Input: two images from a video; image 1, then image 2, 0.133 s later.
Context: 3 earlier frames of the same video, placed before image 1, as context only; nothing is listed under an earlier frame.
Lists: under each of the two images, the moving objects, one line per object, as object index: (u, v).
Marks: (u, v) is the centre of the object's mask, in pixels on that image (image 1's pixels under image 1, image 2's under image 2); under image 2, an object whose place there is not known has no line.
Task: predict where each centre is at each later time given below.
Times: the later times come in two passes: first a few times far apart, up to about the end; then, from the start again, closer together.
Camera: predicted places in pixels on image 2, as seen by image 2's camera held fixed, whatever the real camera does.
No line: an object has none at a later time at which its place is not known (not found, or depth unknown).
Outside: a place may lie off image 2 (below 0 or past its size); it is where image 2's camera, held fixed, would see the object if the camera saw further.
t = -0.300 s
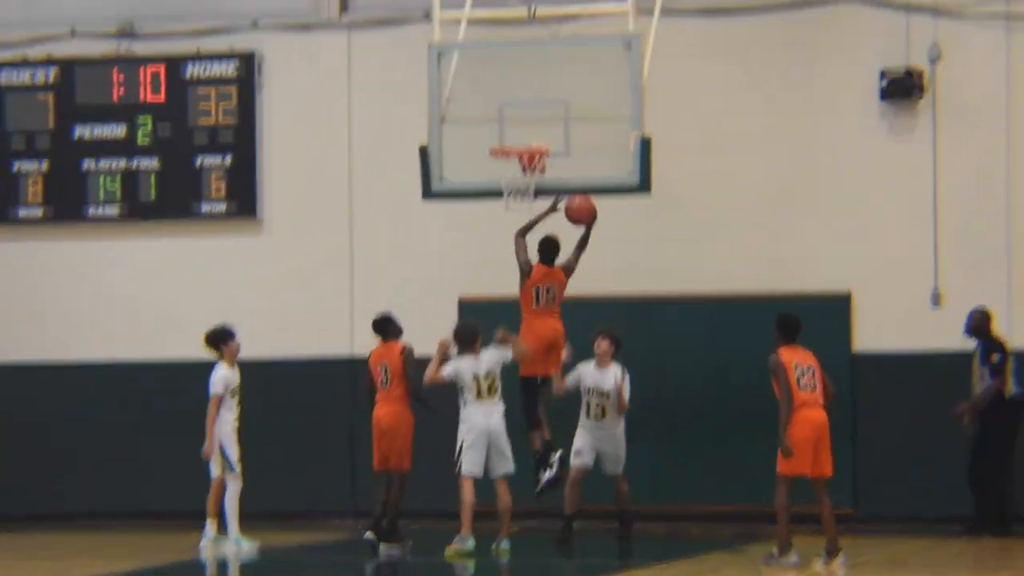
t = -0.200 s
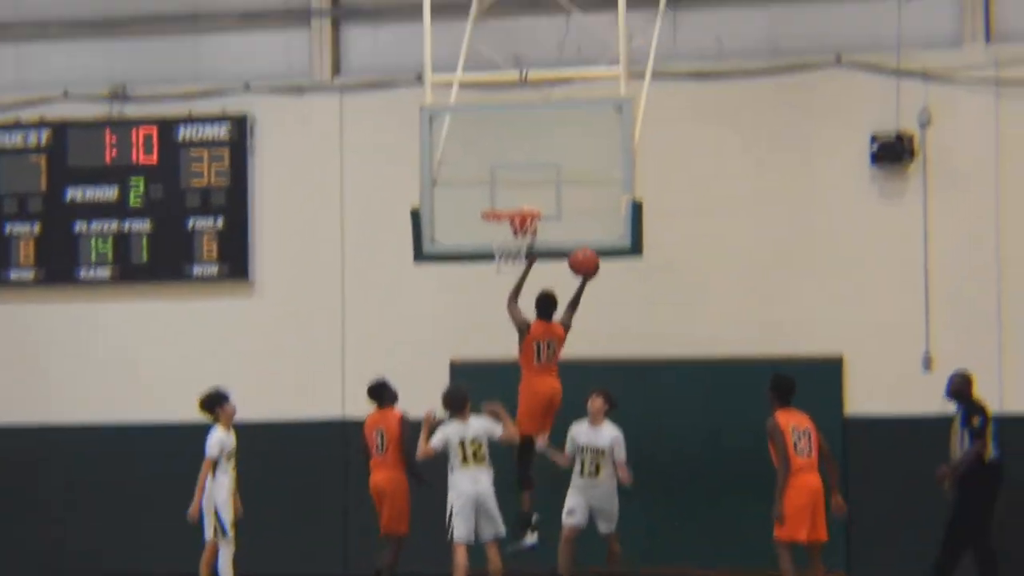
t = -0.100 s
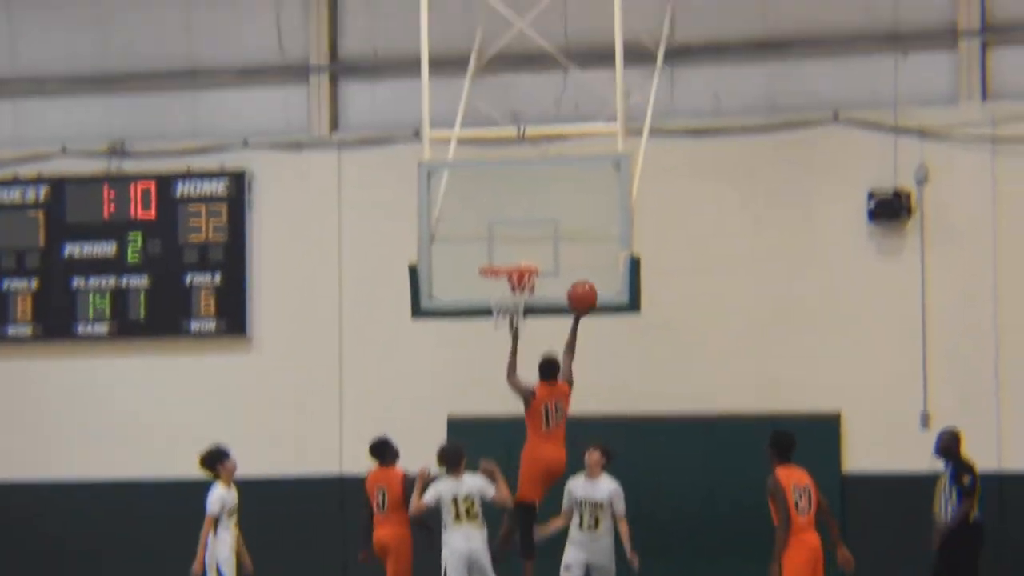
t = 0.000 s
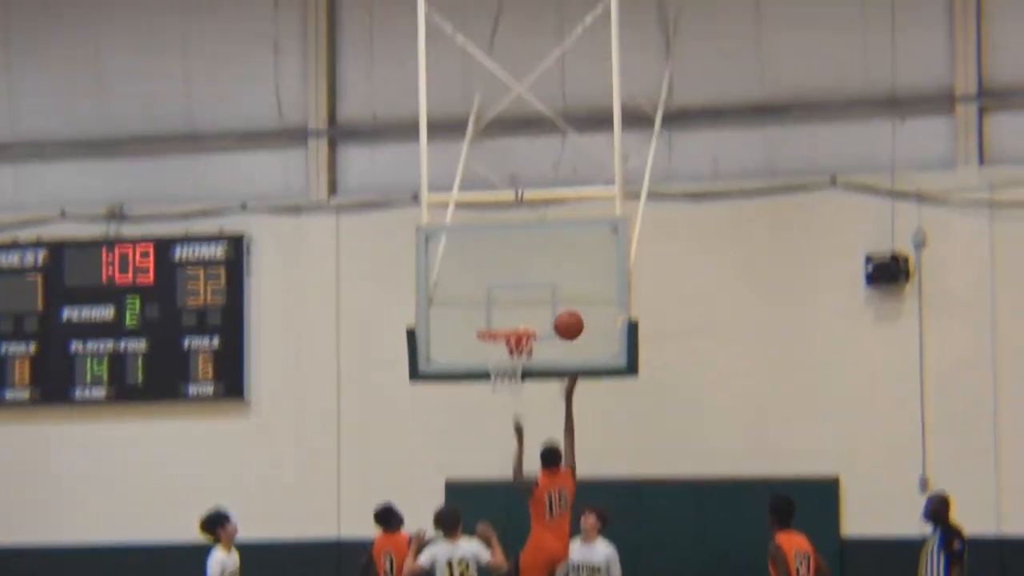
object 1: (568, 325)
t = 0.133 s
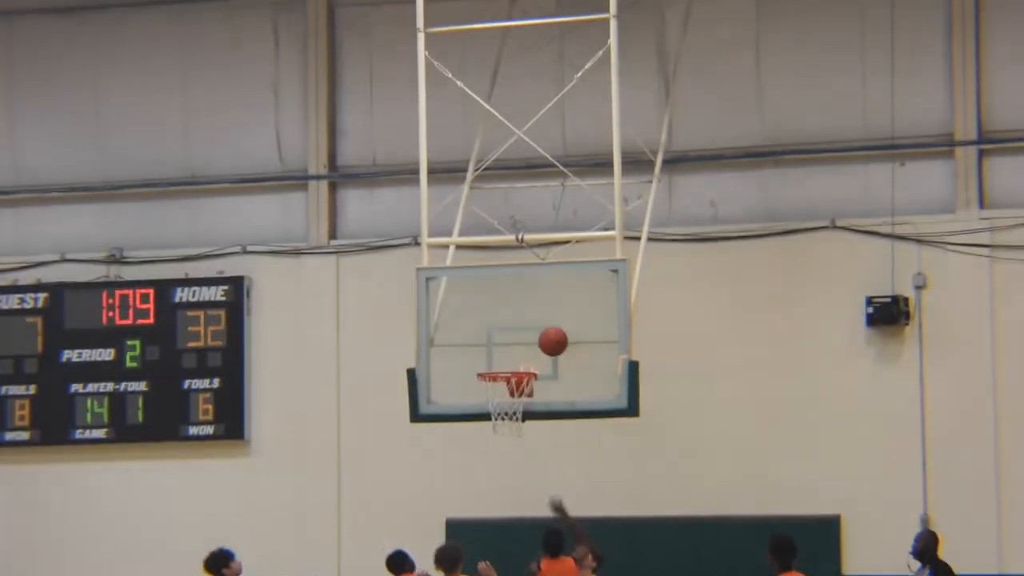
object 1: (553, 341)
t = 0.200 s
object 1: (545, 338)
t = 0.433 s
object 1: (508, 361)
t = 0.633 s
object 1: (507, 408)
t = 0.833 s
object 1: (514, 436)
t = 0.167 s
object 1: (549, 339)
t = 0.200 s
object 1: (545, 338)
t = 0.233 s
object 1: (540, 338)
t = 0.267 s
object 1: (535, 339)
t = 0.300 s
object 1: (529, 341)
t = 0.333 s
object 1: (524, 345)
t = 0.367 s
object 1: (518, 350)
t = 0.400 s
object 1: (513, 355)
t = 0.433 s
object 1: (508, 361)
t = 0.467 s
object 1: (502, 371)
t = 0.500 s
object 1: (502, 377)
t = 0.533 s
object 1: (500, 387)
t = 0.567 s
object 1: (502, 395)
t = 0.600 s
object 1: (506, 403)
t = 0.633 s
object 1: (507, 408)
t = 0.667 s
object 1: (509, 411)
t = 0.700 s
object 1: (510, 413)
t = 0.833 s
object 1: (514, 436)
